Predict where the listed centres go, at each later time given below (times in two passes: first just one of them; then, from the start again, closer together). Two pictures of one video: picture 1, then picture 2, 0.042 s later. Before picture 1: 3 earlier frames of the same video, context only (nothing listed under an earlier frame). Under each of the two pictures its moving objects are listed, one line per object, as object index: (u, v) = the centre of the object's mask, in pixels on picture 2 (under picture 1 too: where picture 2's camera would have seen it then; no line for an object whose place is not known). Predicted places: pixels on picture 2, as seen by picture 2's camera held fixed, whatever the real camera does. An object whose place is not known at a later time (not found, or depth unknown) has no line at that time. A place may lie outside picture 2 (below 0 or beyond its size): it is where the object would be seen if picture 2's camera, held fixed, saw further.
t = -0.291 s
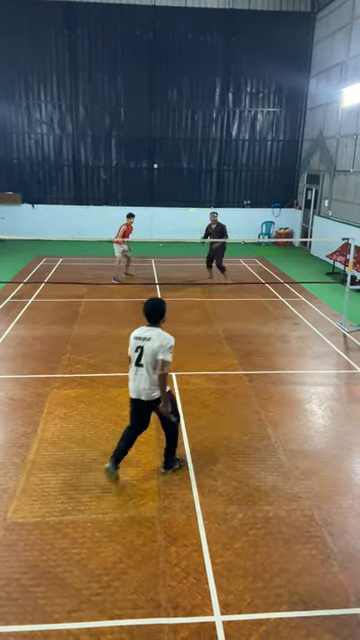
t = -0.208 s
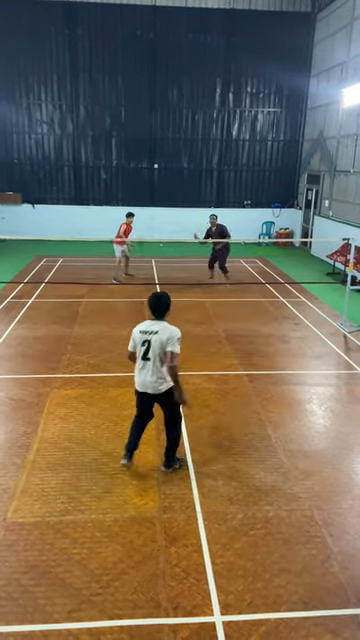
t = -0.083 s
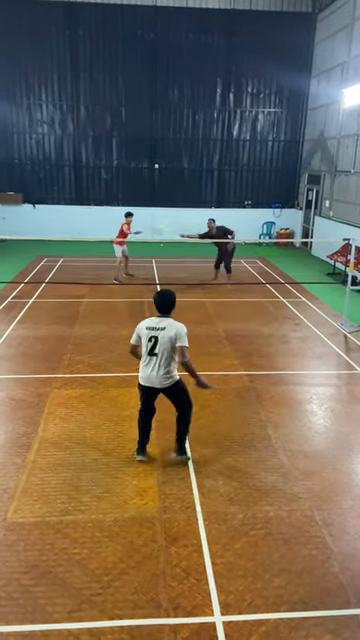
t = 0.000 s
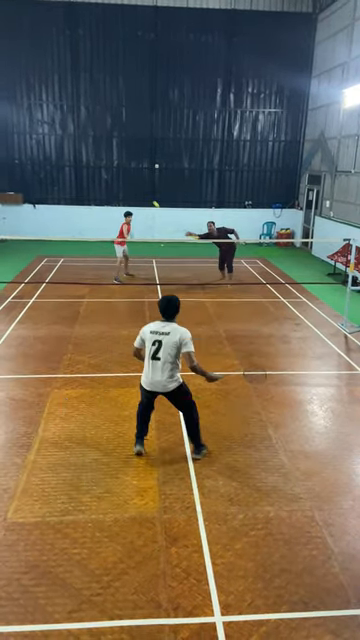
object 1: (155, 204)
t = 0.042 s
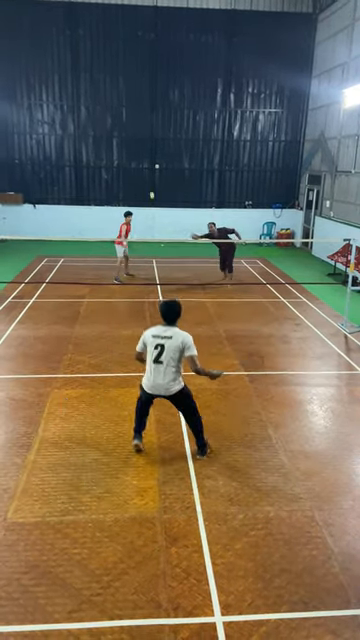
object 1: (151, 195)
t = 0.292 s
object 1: (130, 156)
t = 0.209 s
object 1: (137, 165)
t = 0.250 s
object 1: (133, 159)
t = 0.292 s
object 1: (130, 156)
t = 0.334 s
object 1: (126, 154)
